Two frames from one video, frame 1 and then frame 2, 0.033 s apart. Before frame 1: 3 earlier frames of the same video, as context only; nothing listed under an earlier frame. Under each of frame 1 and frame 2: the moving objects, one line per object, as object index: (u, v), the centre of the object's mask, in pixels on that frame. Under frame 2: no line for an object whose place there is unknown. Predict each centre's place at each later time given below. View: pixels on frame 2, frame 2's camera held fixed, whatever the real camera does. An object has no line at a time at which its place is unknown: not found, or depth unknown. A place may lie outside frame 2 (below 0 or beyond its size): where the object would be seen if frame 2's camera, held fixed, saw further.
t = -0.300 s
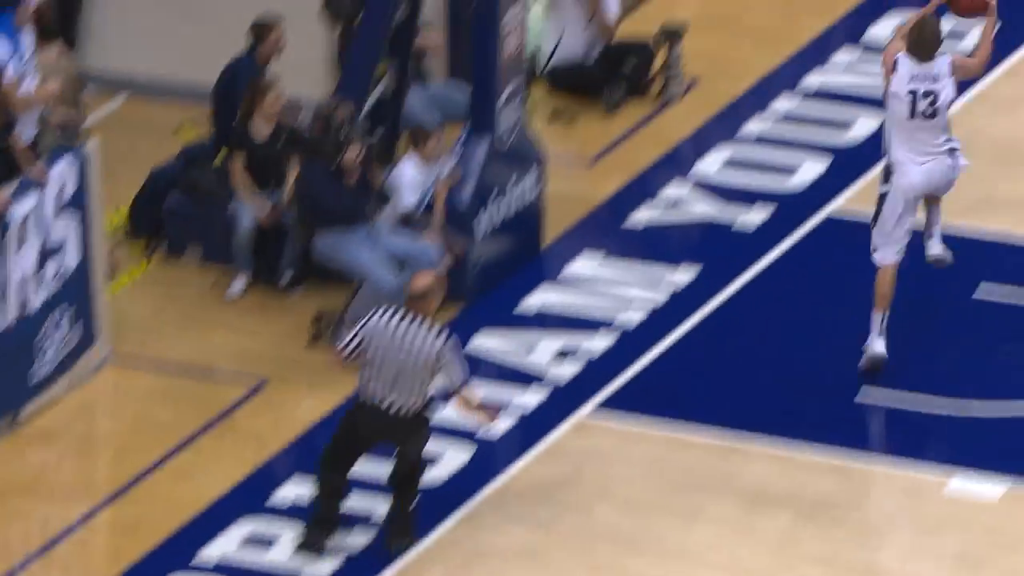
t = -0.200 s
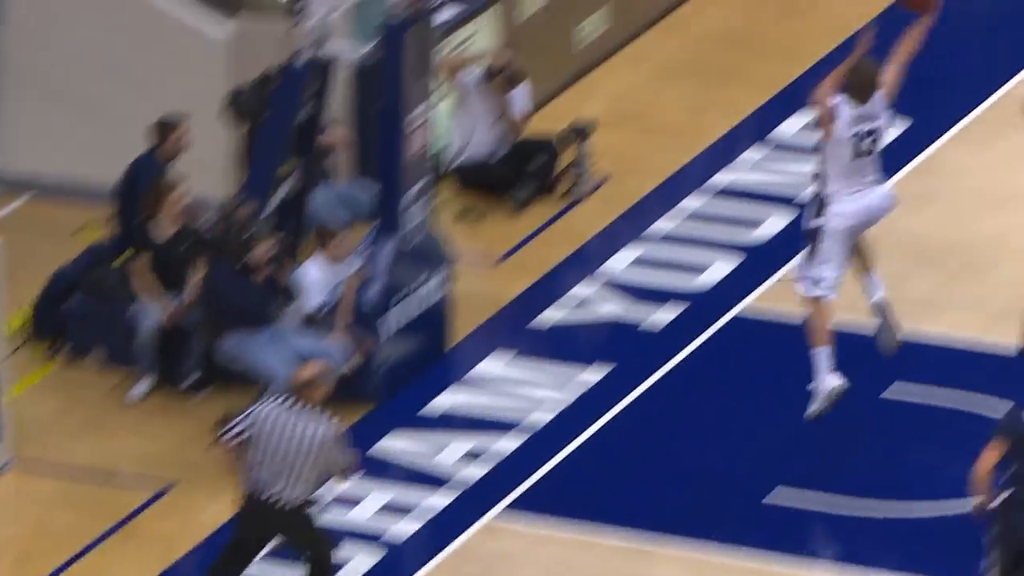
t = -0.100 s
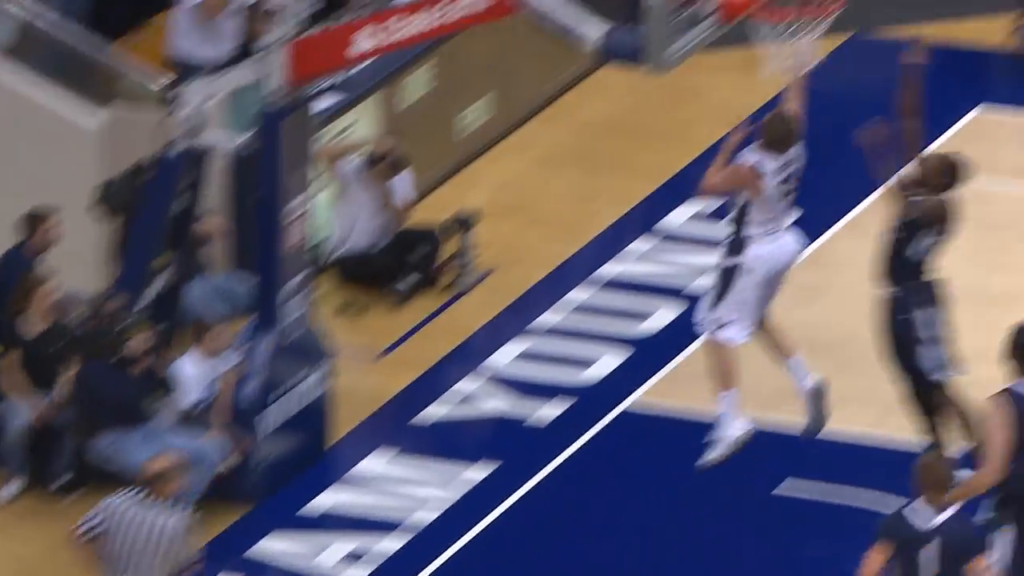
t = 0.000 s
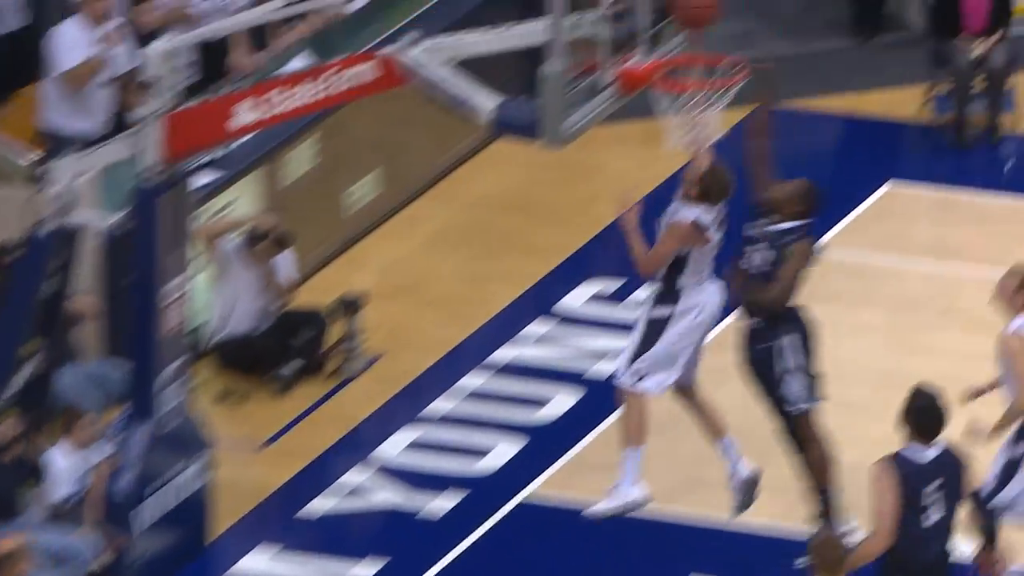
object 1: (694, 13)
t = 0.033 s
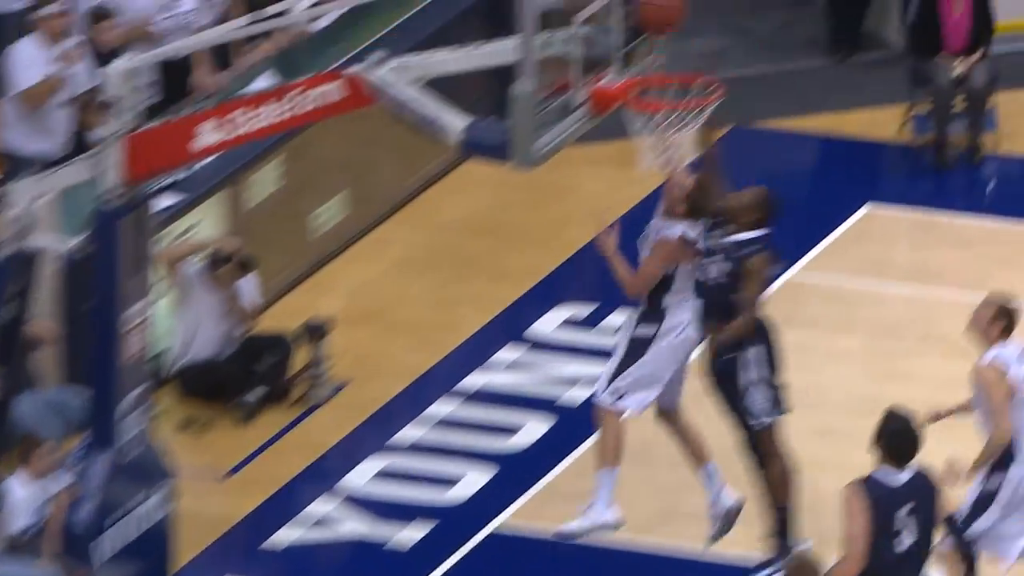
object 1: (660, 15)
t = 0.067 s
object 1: (649, 3)
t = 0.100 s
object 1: (642, -8)
